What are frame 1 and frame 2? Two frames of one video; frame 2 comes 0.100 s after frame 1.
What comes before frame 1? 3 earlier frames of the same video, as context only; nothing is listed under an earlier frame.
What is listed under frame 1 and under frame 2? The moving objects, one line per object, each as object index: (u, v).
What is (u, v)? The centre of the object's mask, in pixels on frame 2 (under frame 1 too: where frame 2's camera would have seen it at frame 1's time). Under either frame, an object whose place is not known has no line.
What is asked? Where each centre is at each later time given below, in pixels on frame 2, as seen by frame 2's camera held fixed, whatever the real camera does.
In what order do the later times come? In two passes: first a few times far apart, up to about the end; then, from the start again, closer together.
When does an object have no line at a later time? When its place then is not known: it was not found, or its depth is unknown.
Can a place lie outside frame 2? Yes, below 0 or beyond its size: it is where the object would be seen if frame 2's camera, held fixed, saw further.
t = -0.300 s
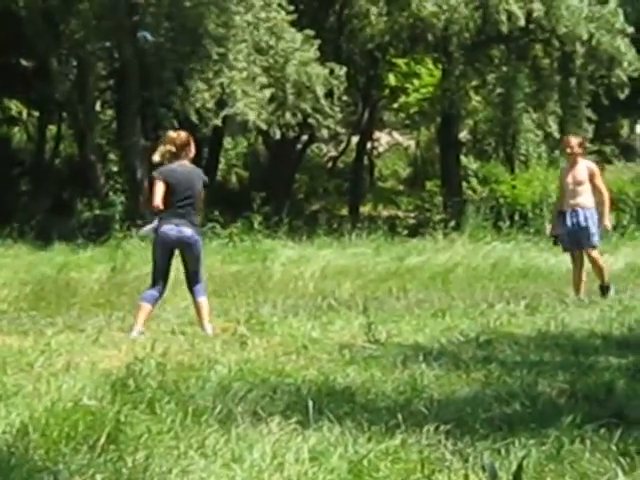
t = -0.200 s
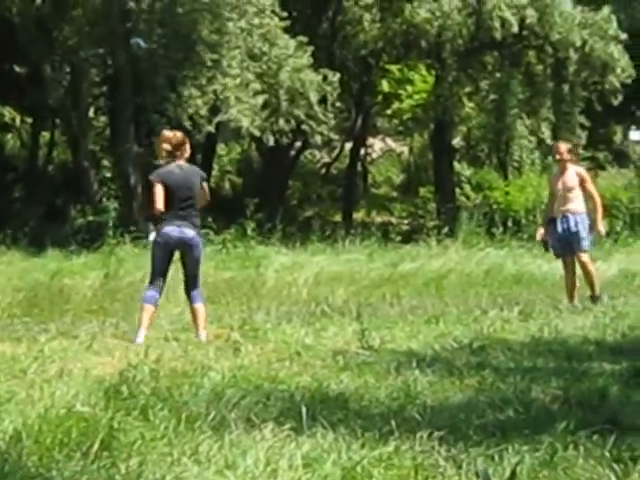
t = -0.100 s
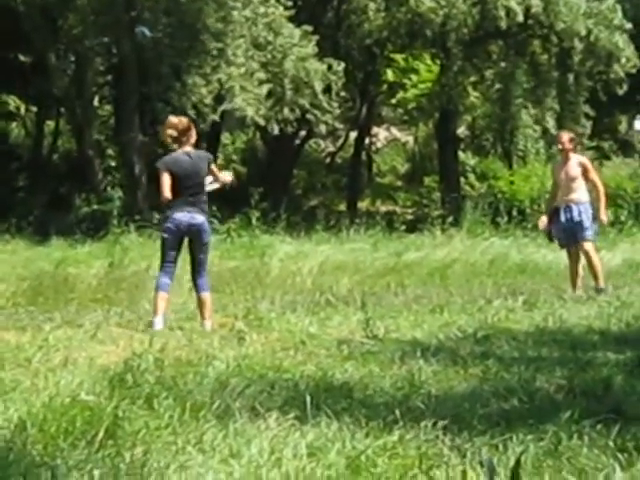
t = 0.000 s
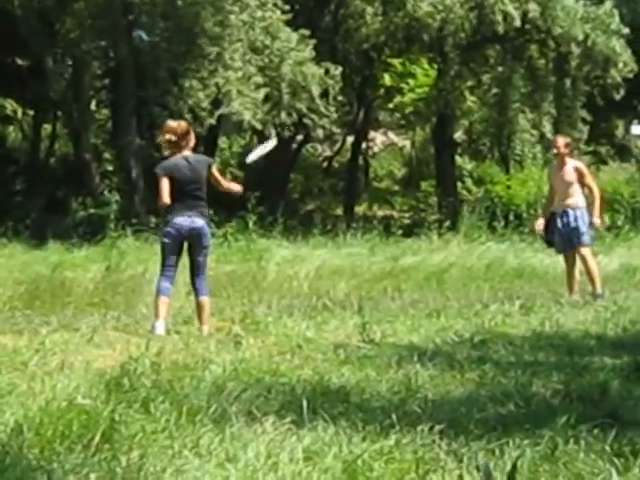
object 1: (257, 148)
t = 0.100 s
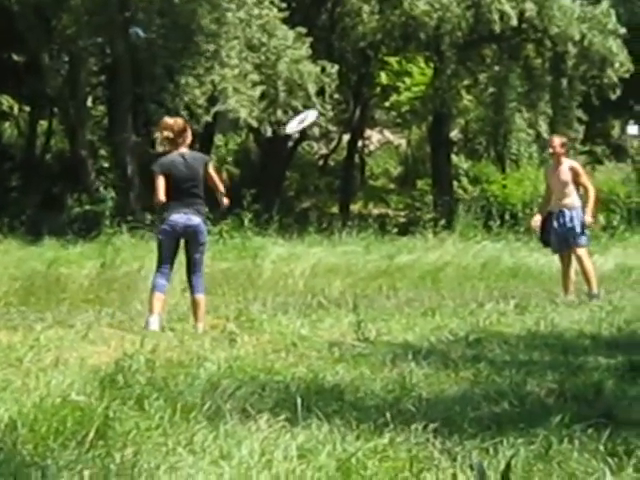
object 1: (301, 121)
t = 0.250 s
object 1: (355, 93)
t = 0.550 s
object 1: (433, 83)
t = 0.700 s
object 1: (457, 99)
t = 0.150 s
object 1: (320, 110)
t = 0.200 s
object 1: (339, 101)
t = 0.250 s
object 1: (355, 93)
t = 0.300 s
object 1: (371, 87)
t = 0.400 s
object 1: (400, 81)
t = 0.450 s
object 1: (411, 80)
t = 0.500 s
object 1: (423, 80)
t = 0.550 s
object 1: (433, 83)
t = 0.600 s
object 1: (441, 87)
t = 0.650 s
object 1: (450, 92)
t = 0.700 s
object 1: (457, 99)
